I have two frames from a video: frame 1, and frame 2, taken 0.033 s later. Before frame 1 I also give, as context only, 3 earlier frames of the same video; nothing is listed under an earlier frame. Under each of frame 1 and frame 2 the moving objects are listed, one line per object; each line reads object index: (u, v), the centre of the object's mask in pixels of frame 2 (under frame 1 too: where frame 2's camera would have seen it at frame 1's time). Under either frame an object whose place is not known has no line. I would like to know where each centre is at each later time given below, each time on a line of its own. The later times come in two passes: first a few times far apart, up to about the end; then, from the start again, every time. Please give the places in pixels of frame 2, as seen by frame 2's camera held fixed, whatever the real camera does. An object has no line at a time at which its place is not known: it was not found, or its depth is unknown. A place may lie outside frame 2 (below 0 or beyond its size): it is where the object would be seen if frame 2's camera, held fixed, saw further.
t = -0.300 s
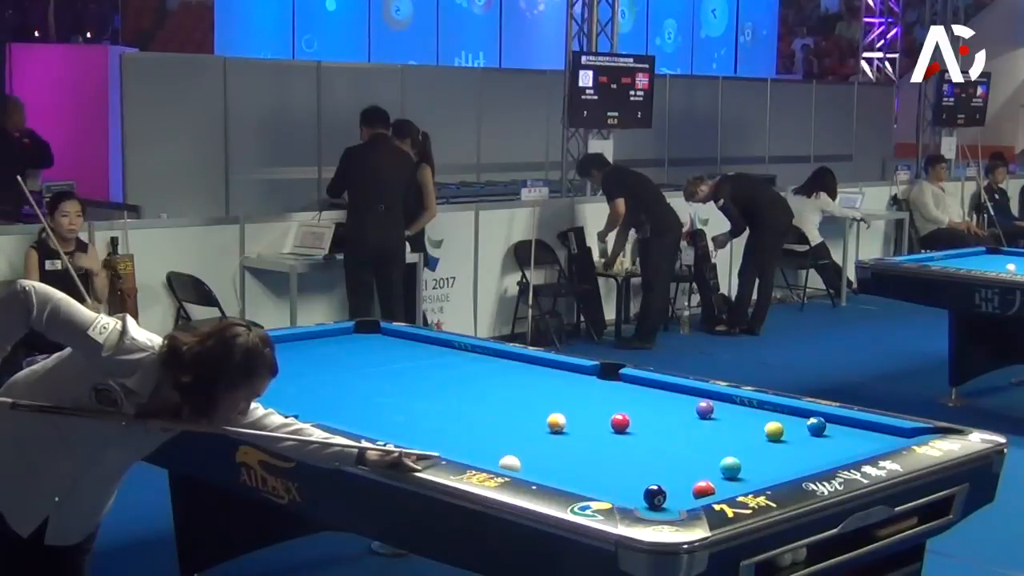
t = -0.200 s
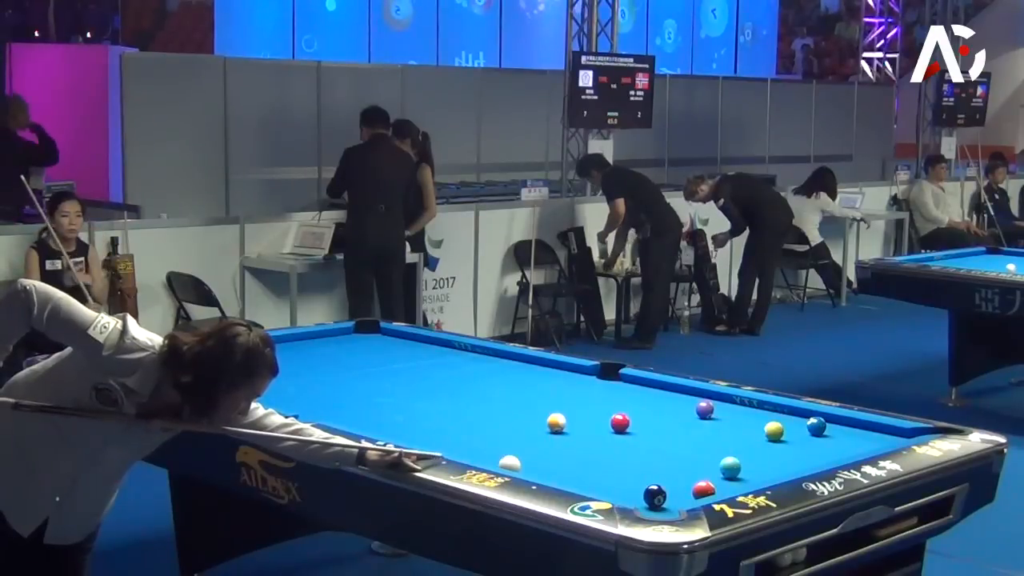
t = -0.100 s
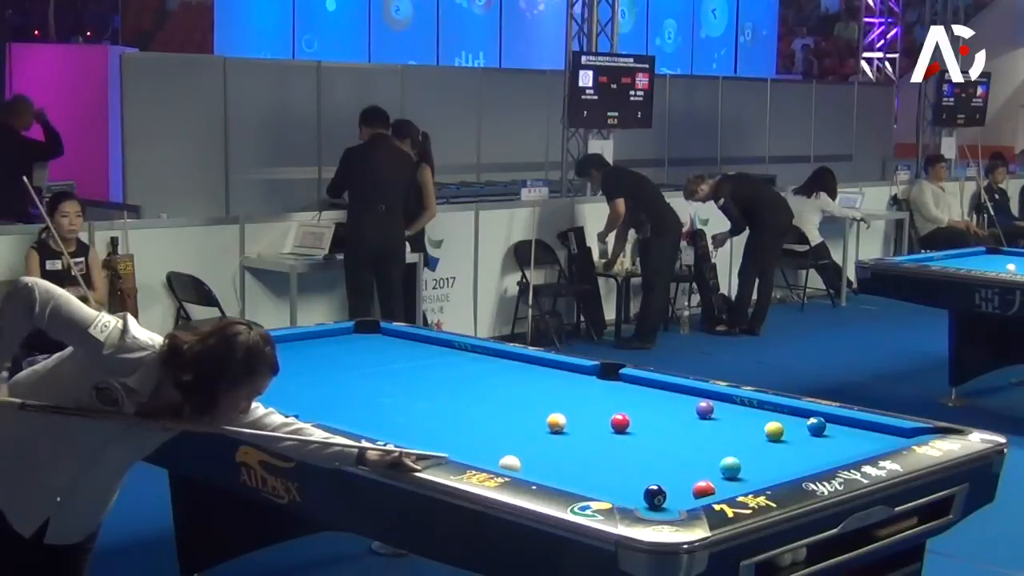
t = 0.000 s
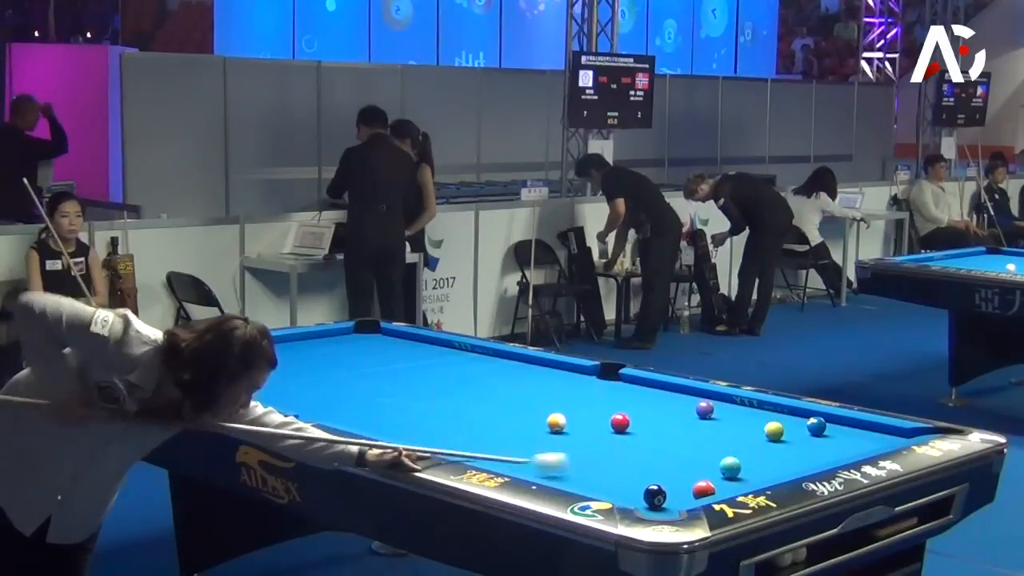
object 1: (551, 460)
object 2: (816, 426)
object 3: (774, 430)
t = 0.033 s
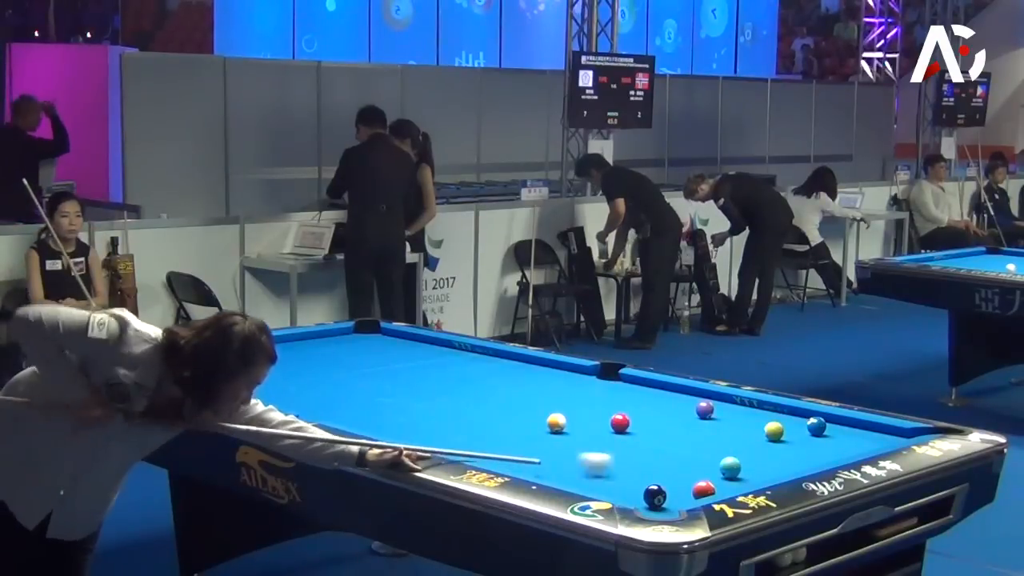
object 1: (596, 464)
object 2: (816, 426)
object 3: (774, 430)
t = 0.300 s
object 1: (836, 444)
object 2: (816, 426)
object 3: (774, 430)
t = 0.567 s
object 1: (808, 427)
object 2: (759, 414)
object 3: (774, 430)
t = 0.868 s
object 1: (748, 423)
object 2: (690, 399)
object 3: (719, 442)
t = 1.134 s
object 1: (709, 418)
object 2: (636, 388)
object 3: (666, 453)
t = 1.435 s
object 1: (670, 412)
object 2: (582, 377)
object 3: (604, 466)
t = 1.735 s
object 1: (635, 407)
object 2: (532, 366)
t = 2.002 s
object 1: (605, 404)
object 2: (492, 358)
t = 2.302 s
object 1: (576, 400)
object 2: (451, 349)
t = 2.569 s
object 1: (551, 397)
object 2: (418, 342)
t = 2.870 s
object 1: (526, 394)
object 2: (384, 335)
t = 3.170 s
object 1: (504, 391)
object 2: (361, 329)
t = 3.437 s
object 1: (486, 388)
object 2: (370, 328)
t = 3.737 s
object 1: (469, 386)
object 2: (363, 327)
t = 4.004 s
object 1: (455, 384)
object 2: (360, 327)
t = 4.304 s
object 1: (442, 382)
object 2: (360, 327)
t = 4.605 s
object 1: (430, 381)
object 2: (360, 327)
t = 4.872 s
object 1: (421, 380)
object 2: (360, 327)
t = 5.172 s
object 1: (413, 379)
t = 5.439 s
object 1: (408, 378)
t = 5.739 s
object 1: (403, 378)
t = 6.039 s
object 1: (401, 377)
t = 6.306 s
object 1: (400, 377)
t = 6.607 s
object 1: (400, 377)
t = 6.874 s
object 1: (400, 377)
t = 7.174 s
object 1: (400, 377)
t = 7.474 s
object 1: (400, 377)
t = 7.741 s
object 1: (400, 377)
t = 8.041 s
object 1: (400, 377)
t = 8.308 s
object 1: (400, 377)
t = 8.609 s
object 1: (400, 377)
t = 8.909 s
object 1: (400, 378)
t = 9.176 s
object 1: (400, 378)
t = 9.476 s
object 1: (400, 378)
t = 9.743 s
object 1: (400, 378)
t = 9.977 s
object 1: (400, 378)
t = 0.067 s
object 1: (640, 463)
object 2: (816, 426)
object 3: (774, 430)
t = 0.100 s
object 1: (683, 463)
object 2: (816, 426)
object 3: (774, 430)
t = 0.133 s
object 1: (723, 457)
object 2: (816, 426)
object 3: (774, 430)
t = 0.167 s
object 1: (766, 460)
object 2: (816, 426)
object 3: (774, 430)
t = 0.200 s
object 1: (804, 458)
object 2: (816, 426)
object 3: (774, 430)
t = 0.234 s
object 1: (838, 453)
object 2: (816, 426)
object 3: (774, 430)
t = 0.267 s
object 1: (837, 449)
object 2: (816, 426)
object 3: (774, 430)
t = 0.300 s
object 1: (836, 444)
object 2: (816, 426)
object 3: (774, 430)
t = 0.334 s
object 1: (834, 437)
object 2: (816, 426)
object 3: (774, 430)
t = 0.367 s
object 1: (833, 431)
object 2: (816, 426)
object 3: (774, 430)
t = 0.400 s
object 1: (841, 427)
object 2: (808, 424)
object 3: (774, 430)
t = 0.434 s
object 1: (853, 423)
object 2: (797, 422)
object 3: (774, 430)
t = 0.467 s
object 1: (851, 423)
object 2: (787, 419)
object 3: (774, 430)
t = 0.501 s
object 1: (836, 424)
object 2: (777, 416)
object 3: (774, 430)
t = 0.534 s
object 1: (822, 425)
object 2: (767, 415)
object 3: (774, 430)
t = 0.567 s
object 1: (808, 427)
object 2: (759, 414)
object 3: (774, 430)
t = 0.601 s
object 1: (794, 428)
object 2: (751, 412)
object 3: (774, 430)
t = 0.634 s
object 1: (785, 427)
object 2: (742, 410)
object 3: (770, 431)
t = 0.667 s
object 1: (779, 427)
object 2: (735, 408)
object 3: (762, 433)
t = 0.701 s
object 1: (773, 427)
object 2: (727, 407)
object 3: (754, 434)
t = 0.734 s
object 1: (768, 426)
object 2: (720, 405)
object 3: (747, 436)
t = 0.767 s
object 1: (763, 425)
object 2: (715, 403)
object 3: (739, 437)
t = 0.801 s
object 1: (758, 424)
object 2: (706, 399)
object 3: (732, 439)
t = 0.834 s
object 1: (752, 424)
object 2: (696, 399)
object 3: (726, 440)
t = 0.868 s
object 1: (748, 423)
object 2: (690, 399)
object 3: (719, 442)
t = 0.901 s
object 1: (743, 422)
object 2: (683, 398)
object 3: (713, 443)
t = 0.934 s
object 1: (737, 422)
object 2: (676, 396)
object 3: (706, 445)
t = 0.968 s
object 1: (733, 421)
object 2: (670, 395)
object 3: (700, 446)
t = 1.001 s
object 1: (728, 420)
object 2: (663, 394)
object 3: (693, 447)
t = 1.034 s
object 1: (724, 420)
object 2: (656, 392)
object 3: (686, 449)
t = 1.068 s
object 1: (718, 419)
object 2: (649, 391)
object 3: (680, 450)
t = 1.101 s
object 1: (714, 418)
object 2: (643, 389)
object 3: (673, 451)
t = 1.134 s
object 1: (709, 418)
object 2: (636, 388)
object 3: (666, 453)
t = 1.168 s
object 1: (705, 417)
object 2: (630, 387)
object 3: (660, 454)
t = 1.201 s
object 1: (700, 417)
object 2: (624, 385)
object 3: (653, 456)
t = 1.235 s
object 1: (696, 416)
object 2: (617, 383)
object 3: (646, 457)
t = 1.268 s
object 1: (691, 415)
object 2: (611, 383)
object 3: (639, 459)
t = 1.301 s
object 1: (687, 415)
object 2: (605, 381)
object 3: (632, 460)
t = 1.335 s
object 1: (682, 414)
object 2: (599, 380)
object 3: (625, 461)
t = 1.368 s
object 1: (679, 414)
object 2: (593, 379)
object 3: (618, 463)
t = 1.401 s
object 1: (674, 413)
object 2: (587, 378)
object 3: (612, 465)
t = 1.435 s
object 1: (670, 412)
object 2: (582, 377)
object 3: (604, 466)
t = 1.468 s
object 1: (666, 412)
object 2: (576, 375)
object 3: (597, 468)
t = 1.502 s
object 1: (662, 412)
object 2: (570, 374)
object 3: (591, 469)
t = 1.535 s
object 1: (658, 411)
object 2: (565, 373)
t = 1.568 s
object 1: (654, 410)
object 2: (559, 372)
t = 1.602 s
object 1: (650, 410)
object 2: (554, 370)
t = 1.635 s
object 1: (646, 409)
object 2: (548, 369)
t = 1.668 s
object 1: (642, 409)
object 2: (543, 368)
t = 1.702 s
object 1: (638, 408)
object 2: (537, 367)
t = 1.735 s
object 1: (635, 407)
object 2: (532, 366)
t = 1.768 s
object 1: (631, 407)
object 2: (527, 365)
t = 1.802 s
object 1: (627, 406)
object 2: (522, 364)
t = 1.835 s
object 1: (623, 405)
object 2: (517, 363)
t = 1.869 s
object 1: (620, 405)
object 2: (512, 362)
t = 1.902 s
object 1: (616, 405)
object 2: (507, 360)
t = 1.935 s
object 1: (612, 404)
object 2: (501, 360)
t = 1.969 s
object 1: (609, 404)
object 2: (497, 359)
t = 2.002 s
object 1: (605, 404)
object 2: (492, 358)
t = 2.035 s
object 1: (602, 403)
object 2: (488, 356)
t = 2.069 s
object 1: (598, 403)
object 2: (483, 356)
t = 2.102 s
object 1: (595, 402)
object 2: (478, 355)
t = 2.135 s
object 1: (592, 402)
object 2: (473, 354)
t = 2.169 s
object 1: (588, 402)
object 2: (469, 353)
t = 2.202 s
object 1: (585, 401)
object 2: (464, 352)
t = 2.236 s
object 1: (582, 401)
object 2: (460, 351)
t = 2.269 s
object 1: (578, 400)
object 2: (456, 350)
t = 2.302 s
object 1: (576, 400)
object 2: (451, 349)
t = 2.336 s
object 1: (572, 399)
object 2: (447, 348)
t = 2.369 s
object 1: (569, 399)
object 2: (443, 347)
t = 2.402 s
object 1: (566, 398)
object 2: (438, 347)
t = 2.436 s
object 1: (563, 398)
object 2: (434, 345)
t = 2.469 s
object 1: (560, 398)
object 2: (430, 344)
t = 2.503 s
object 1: (557, 397)
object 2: (426, 344)
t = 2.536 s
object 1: (554, 397)
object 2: (422, 343)
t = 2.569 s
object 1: (551, 397)
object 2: (418, 342)
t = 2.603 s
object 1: (548, 396)
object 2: (414, 341)
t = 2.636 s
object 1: (545, 396)
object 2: (410, 340)
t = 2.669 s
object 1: (542, 395)
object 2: (406, 340)
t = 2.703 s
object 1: (540, 395)
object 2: (402, 339)
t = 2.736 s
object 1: (537, 395)
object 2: (399, 338)
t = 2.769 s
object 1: (534, 395)
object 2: (395, 337)
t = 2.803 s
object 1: (532, 394)
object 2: (391, 336)
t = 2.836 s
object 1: (529, 394)
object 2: (388, 335)
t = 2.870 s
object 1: (526, 394)
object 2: (384, 335)
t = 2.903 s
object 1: (524, 393)
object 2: (380, 334)
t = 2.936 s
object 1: (521, 393)
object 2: (376, 333)
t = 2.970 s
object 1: (518, 393)
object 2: (373, 332)
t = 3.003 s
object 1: (516, 392)
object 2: (370, 331)
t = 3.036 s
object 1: (514, 392)
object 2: (366, 331)
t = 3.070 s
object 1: (511, 392)
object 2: (363, 330)
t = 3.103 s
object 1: (509, 391)
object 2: (359, 329)
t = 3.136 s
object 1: (506, 391)
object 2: (358, 329)
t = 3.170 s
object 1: (504, 391)
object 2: (361, 329)
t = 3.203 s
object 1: (502, 390)
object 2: (365, 329)
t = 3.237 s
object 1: (500, 390)
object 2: (368, 328)
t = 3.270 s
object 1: (497, 390)
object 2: (370, 328)
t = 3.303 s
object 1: (495, 390)
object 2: (373, 328)
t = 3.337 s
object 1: (493, 389)
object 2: (373, 328)
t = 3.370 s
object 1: (491, 389)
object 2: (372, 328)
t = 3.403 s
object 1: (488, 389)
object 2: (370, 328)
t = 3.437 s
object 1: (486, 388)
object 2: (370, 328)
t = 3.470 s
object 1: (484, 388)
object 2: (369, 328)
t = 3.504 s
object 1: (482, 388)
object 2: (368, 327)
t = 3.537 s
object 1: (480, 388)
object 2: (367, 328)
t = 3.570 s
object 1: (478, 387)
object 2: (367, 327)
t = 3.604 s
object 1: (476, 387)
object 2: (366, 327)
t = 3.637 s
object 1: (474, 387)
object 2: (365, 327)
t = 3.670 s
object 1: (472, 386)
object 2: (364, 327)
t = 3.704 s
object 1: (470, 386)
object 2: (363, 327)
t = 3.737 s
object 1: (469, 386)
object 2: (363, 327)
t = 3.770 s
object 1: (467, 386)
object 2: (362, 327)
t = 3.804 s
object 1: (465, 385)
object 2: (362, 327)
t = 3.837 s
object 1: (463, 385)
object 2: (361, 327)
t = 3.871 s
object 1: (462, 385)
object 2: (361, 327)
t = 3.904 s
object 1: (460, 385)
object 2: (360, 327)
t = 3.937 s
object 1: (458, 385)
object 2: (359, 327)
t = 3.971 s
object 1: (457, 384)
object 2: (359, 327)
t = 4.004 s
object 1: (455, 384)
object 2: (360, 327)
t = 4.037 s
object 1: (453, 384)
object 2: (360, 327)
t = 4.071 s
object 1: (452, 384)
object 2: (360, 327)
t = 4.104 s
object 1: (450, 383)
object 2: (360, 327)
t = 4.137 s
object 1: (449, 383)
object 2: (360, 327)
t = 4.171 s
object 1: (447, 383)
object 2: (360, 327)
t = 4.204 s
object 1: (446, 383)
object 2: (360, 327)
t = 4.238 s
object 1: (444, 383)
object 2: (360, 327)
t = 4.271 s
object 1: (443, 383)
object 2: (360, 327)
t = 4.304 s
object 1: (442, 382)
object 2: (360, 327)
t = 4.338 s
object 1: (440, 382)
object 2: (360, 327)
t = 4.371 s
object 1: (439, 382)
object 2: (360, 327)
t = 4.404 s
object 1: (437, 382)
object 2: (360, 327)
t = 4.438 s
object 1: (436, 382)
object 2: (360, 327)
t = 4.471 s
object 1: (435, 381)
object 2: (360, 327)
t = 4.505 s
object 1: (434, 381)
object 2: (360, 327)
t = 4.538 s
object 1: (432, 381)
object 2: (360, 327)
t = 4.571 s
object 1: (431, 381)
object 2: (360, 327)
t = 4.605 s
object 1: (430, 381)
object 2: (360, 327)
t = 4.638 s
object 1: (429, 381)
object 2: (360, 327)
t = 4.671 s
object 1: (427, 381)
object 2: (360, 327)
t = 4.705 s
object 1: (426, 380)
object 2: (360, 327)
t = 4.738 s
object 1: (425, 380)
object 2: (360, 327)
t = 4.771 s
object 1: (424, 380)
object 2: (360, 327)
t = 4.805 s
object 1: (423, 380)
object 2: (360, 327)
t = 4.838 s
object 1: (422, 380)
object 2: (360, 327)
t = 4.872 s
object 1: (421, 380)
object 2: (360, 327)
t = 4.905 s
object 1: (420, 380)
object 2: (360, 327)
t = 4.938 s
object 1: (419, 379)
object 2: (360, 327)
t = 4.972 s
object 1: (418, 380)
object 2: (360, 327)
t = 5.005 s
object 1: (417, 379)
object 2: (361, 327)
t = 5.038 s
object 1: (416, 379)
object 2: (362, 329)
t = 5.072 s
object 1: (416, 379)
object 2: (363, 331)
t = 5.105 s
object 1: (415, 379)
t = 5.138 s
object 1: (414, 379)
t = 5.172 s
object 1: (413, 379)
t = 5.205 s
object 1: (412, 379)
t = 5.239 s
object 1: (412, 379)
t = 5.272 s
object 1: (411, 379)
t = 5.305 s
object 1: (410, 378)
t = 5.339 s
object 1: (409, 378)
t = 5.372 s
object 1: (409, 378)
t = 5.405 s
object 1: (408, 378)
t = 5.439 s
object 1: (408, 378)
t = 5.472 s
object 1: (407, 378)
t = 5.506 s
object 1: (406, 378)
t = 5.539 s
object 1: (406, 378)
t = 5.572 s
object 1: (405, 378)
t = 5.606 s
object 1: (405, 378)
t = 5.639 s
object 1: (404, 378)
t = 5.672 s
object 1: (404, 378)
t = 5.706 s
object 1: (404, 378)
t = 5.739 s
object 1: (403, 378)
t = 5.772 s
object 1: (403, 378)
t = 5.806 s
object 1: (403, 378)
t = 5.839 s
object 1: (402, 378)
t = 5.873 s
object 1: (402, 378)
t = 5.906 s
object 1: (402, 377)
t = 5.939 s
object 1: (402, 377)
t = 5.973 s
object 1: (401, 377)
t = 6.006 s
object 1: (401, 378)
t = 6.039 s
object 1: (401, 377)
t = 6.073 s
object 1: (401, 377)
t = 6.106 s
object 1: (400, 377)
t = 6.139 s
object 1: (400, 377)
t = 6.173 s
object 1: (400, 377)
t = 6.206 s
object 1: (400, 377)
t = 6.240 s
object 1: (400, 377)
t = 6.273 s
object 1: (400, 377)
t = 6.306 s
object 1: (400, 377)
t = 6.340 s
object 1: (400, 377)
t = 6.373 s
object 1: (400, 377)
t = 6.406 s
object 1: (400, 377)
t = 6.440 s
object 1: (400, 378)
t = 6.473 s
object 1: (400, 377)
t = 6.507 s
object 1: (400, 378)
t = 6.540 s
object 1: (400, 377)
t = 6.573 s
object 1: (400, 377)
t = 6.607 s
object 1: (400, 377)
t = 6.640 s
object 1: (400, 377)
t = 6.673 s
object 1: (400, 377)
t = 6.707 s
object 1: (400, 377)
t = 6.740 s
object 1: (400, 377)
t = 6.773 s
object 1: (400, 377)
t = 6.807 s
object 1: (400, 377)
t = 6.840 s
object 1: (400, 378)
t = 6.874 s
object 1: (400, 377)
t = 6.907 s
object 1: (400, 378)
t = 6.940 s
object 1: (400, 378)
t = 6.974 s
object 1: (400, 378)
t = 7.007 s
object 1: (400, 378)
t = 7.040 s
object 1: (400, 378)
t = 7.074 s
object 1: (400, 377)
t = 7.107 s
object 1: (400, 377)
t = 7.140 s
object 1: (400, 377)
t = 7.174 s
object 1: (400, 377)
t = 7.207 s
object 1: (400, 377)
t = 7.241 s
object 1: (400, 377)
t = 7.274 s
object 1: (400, 377)
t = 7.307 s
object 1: (400, 377)
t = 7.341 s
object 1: (400, 377)
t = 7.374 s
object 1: (400, 377)
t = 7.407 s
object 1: (400, 377)
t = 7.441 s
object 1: (400, 377)
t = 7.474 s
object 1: (400, 377)
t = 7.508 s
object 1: (400, 377)
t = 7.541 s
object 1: (400, 377)
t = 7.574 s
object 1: (400, 377)
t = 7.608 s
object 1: (400, 377)
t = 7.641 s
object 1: (400, 377)
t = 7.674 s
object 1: (400, 377)
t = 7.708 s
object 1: (400, 377)
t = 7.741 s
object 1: (400, 377)
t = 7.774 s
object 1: (400, 377)
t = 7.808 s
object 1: (400, 377)
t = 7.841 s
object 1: (400, 377)
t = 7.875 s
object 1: (400, 377)
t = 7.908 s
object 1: (400, 377)
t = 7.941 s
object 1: (400, 377)
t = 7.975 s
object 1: (400, 377)
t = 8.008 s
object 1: (400, 377)
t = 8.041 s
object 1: (400, 377)
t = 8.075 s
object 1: (400, 377)
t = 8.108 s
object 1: (400, 377)
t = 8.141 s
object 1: (400, 377)
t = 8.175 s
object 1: (400, 377)
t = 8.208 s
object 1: (400, 377)
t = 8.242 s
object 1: (400, 377)
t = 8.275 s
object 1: (400, 377)
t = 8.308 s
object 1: (400, 377)
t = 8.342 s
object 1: (400, 377)
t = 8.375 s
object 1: (400, 377)
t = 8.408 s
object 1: (400, 377)
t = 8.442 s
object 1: (400, 377)
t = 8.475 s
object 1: (400, 377)
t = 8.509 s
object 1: (400, 377)
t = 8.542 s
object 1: (400, 377)
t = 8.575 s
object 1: (400, 377)
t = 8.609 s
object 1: (400, 377)
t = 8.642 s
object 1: (400, 377)
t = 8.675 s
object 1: (400, 378)
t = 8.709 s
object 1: (400, 378)
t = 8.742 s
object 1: (400, 378)
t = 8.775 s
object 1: (400, 378)
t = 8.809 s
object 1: (400, 378)
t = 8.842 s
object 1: (400, 377)
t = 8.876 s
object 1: (400, 377)
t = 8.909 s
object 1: (400, 378)
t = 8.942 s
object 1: (400, 378)
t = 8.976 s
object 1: (400, 378)
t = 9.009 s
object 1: (400, 377)
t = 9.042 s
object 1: (400, 377)
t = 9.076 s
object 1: (400, 377)
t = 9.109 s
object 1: (401, 377)
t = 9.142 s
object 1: (400, 378)
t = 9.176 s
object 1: (400, 378)
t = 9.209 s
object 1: (400, 378)
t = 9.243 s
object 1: (400, 378)
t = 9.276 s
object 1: (400, 378)
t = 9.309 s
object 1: (400, 378)
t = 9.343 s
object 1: (400, 378)
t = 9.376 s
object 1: (400, 378)
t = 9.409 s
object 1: (400, 378)
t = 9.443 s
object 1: (400, 378)
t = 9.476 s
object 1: (400, 378)
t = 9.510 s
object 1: (400, 378)
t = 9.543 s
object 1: (400, 378)
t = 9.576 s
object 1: (400, 378)
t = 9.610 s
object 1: (400, 378)
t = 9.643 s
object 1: (400, 378)
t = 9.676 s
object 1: (400, 378)
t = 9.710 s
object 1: (400, 378)
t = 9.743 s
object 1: (400, 378)
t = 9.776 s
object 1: (400, 377)
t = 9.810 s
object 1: (400, 377)
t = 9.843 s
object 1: (400, 378)
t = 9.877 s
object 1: (400, 377)
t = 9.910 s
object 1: (400, 378)
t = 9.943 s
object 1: (400, 378)
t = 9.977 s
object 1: (400, 378)
